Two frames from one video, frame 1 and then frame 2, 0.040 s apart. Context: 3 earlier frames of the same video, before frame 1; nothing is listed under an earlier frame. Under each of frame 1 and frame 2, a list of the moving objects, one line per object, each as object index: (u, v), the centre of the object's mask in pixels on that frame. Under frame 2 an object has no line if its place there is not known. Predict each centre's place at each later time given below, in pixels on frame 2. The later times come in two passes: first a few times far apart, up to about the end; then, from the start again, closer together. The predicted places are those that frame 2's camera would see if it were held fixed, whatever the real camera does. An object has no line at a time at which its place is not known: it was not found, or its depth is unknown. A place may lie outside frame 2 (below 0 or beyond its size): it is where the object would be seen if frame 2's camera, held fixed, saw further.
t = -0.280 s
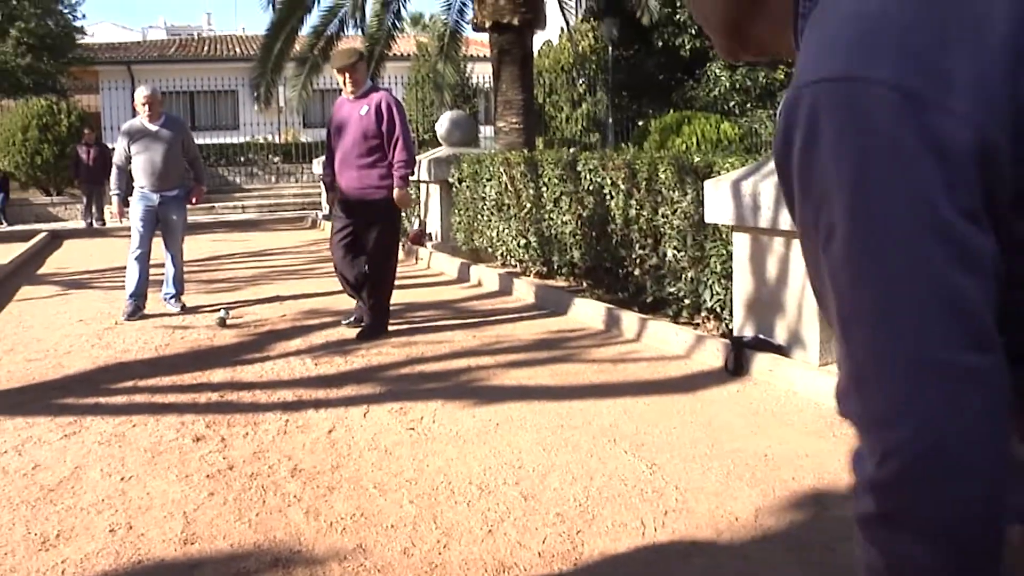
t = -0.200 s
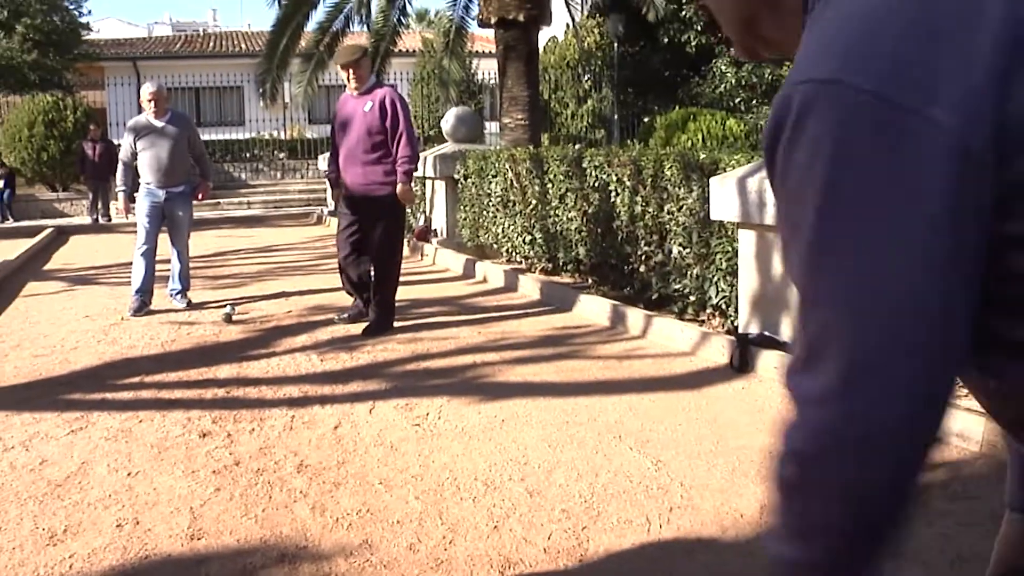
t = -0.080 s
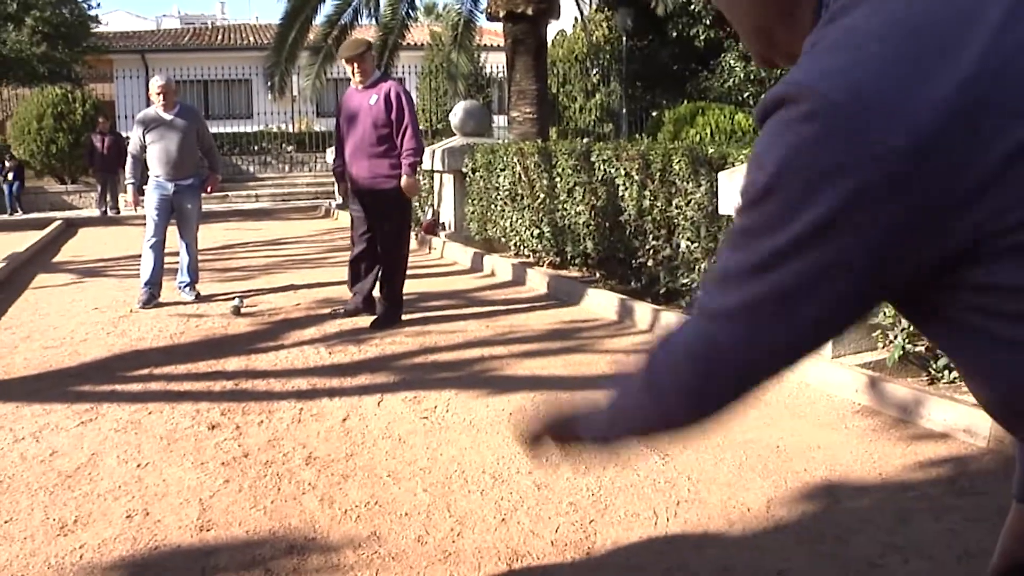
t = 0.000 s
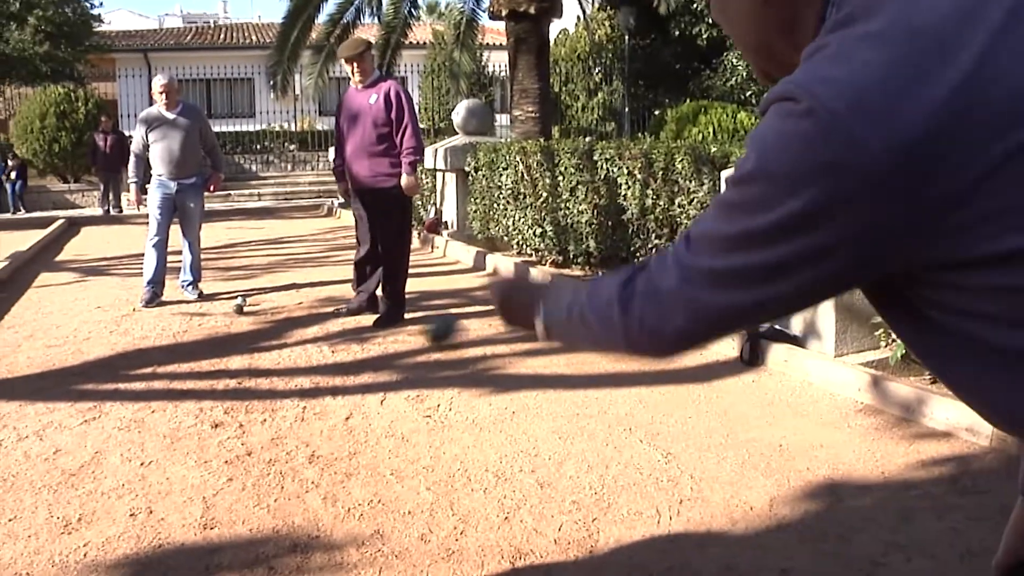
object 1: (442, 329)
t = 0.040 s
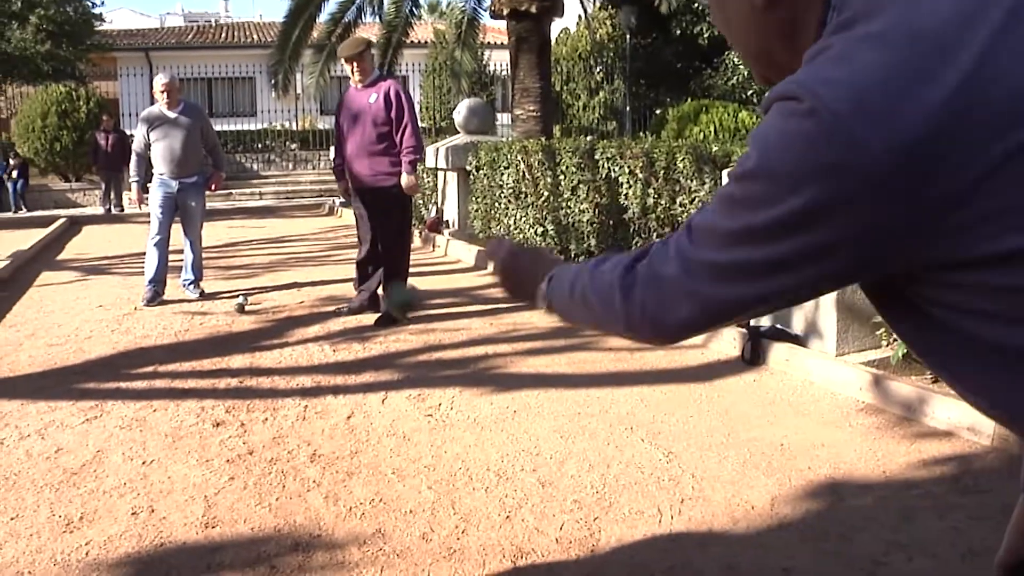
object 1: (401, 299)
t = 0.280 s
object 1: (268, 310)
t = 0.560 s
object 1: (213, 395)
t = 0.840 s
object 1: (202, 359)
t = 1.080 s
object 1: (199, 341)
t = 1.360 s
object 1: (203, 321)
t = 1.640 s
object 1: (207, 308)
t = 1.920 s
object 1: (208, 297)
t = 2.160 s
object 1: (210, 291)
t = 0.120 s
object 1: (344, 277)
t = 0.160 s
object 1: (321, 277)
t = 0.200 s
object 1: (302, 284)
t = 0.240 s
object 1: (284, 294)
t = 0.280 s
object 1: (268, 310)
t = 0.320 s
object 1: (253, 329)
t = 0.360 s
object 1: (242, 347)
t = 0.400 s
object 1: (232, 371)
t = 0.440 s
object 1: (224, 397)
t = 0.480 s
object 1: (220, 415)
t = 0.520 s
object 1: (217, 403)
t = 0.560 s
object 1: (213, 395)
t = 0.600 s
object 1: (212, 391)
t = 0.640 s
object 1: (210, 387)
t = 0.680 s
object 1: (208, 379)
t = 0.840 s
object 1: (202, 359)
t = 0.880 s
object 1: (201, 356)
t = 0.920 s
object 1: (199, 352)
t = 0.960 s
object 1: (200, 349)
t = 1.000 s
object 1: (200, 350)
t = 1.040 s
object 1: (200, 344)
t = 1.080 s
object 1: (199, 341)
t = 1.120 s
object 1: (200, 337)
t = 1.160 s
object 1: (200, 335)
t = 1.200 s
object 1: (200, 332)
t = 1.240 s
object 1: (201, 329)
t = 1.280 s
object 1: (202, 327)
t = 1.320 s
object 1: (202, 324)
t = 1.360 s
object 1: (203, 321)
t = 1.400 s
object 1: (203, 318)
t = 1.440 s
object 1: (204, 318)
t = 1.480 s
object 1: (205, 314)
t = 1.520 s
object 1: (205, 312)
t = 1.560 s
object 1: (206, 312)
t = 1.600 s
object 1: (206, 310)
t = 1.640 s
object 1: (207, 308)
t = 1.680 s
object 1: (207, 306)
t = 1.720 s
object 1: (208, 304)
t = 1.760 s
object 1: (208, 303)
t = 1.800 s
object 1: (208, 301)
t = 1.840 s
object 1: (209, 300)
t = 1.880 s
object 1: (209, 299)
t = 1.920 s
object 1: (208, 297)
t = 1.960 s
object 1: (209, 295)
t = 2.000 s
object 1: (210, 294)
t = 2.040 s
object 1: (210, 293)
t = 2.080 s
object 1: (210, 292)
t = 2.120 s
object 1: (210, 292)
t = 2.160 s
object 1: (210, 291)
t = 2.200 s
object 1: (210, 290)
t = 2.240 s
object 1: (210, 289)
